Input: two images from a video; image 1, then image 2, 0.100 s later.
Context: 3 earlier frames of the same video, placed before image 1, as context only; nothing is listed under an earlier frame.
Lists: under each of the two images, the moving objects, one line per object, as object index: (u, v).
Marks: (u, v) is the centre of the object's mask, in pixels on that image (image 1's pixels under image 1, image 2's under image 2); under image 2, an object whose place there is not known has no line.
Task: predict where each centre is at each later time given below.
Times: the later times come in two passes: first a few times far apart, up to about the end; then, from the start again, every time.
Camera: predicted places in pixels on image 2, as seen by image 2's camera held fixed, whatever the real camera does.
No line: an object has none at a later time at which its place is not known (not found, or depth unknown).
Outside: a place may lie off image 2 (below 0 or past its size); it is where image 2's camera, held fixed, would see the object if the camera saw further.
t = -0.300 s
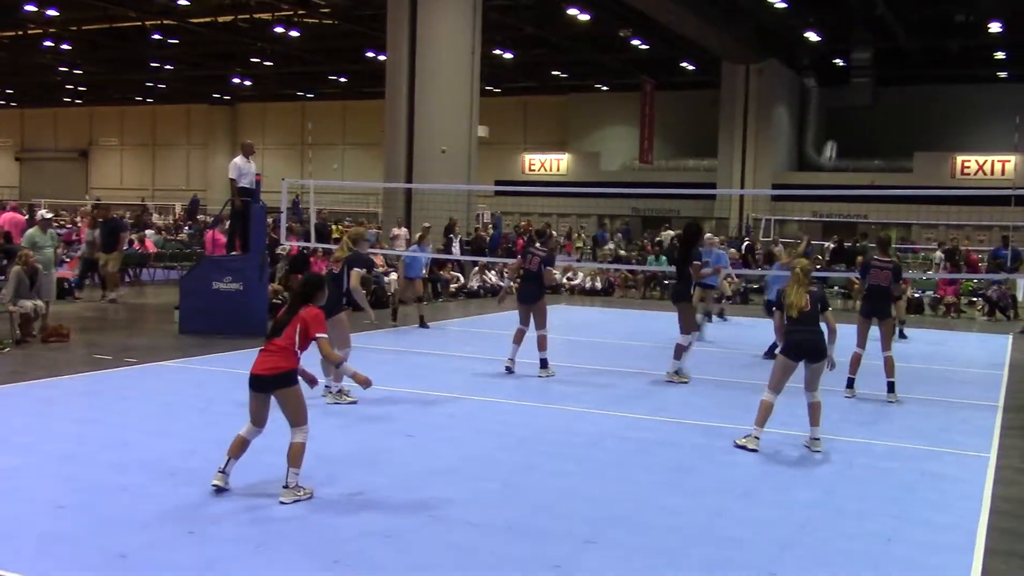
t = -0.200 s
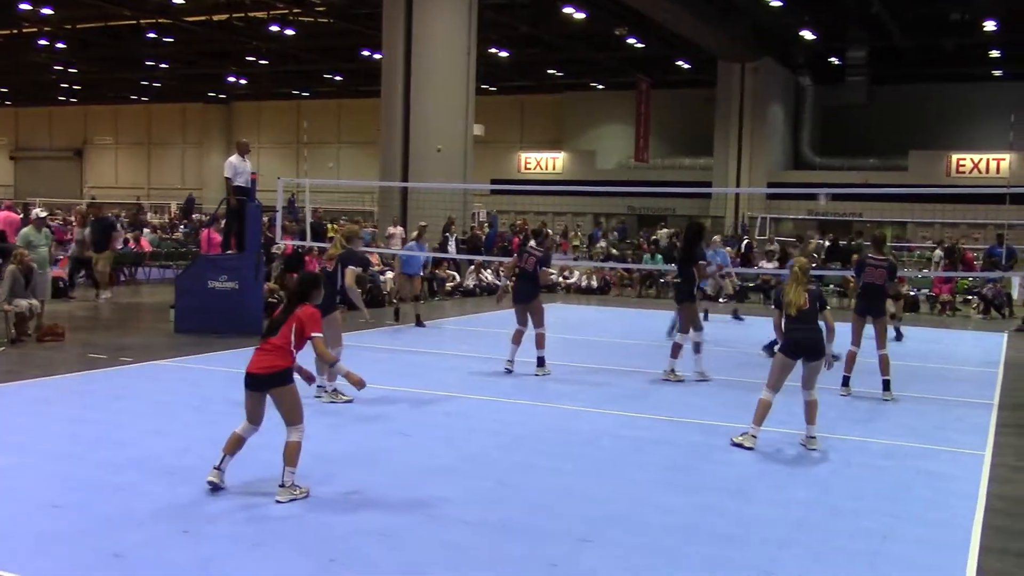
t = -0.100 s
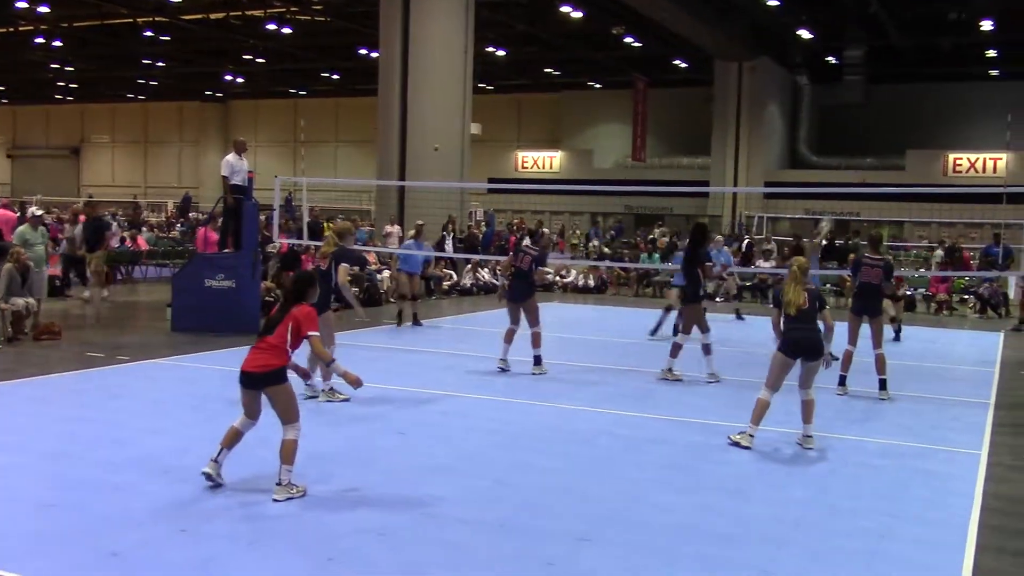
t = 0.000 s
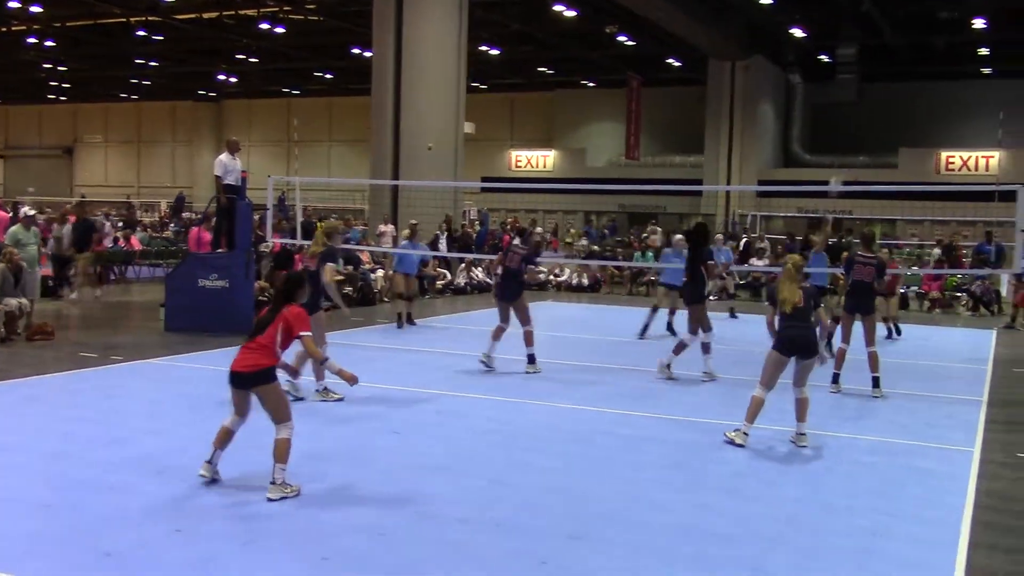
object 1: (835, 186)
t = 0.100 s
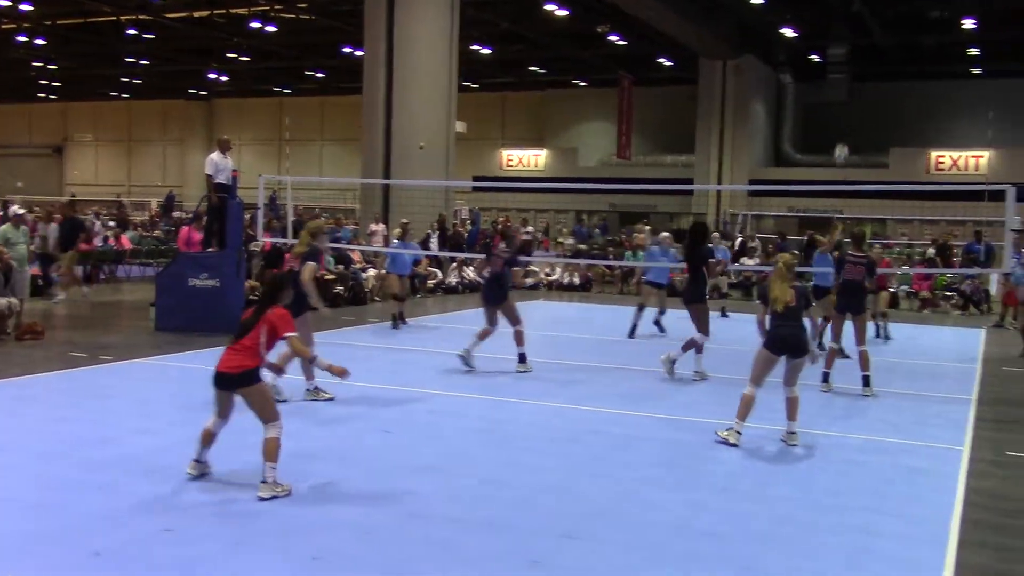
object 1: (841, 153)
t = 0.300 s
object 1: (871, 111)
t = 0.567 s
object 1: (912, 99)
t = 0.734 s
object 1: (935, 118)
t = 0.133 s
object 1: (846, 144)
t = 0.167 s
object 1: (851, 137)
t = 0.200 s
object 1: (856, 129)
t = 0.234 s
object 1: (861, 123)
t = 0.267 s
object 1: (866, 116)
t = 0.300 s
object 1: (871, 111)
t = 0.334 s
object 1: (877, 107)
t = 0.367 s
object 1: (882, 104)
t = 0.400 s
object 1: (887, 101)
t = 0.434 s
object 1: (892, 99)
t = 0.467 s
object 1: (897, 98)
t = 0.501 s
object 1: (902, 97)
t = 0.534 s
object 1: (907, 98)
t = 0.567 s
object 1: (912, 99)
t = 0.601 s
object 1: (916, 102)
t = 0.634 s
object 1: (921, 105)
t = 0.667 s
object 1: (925, 108)
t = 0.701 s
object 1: (930, 113)
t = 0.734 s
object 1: (935, 118)
